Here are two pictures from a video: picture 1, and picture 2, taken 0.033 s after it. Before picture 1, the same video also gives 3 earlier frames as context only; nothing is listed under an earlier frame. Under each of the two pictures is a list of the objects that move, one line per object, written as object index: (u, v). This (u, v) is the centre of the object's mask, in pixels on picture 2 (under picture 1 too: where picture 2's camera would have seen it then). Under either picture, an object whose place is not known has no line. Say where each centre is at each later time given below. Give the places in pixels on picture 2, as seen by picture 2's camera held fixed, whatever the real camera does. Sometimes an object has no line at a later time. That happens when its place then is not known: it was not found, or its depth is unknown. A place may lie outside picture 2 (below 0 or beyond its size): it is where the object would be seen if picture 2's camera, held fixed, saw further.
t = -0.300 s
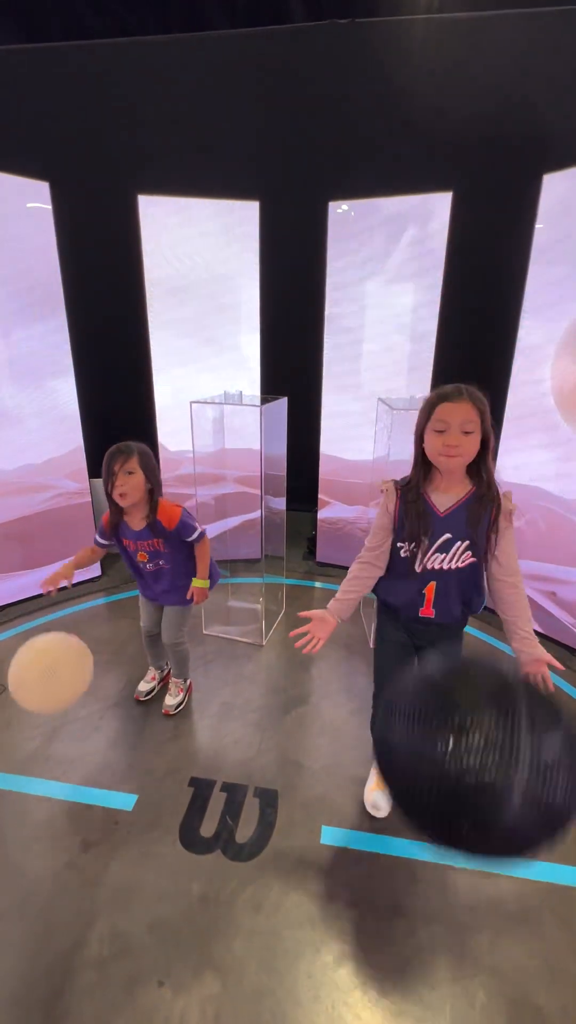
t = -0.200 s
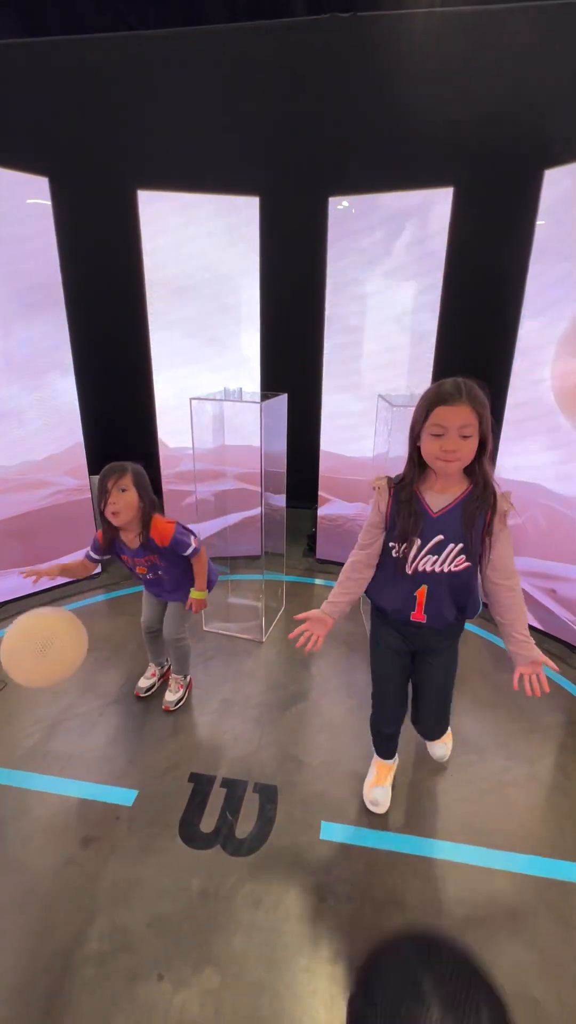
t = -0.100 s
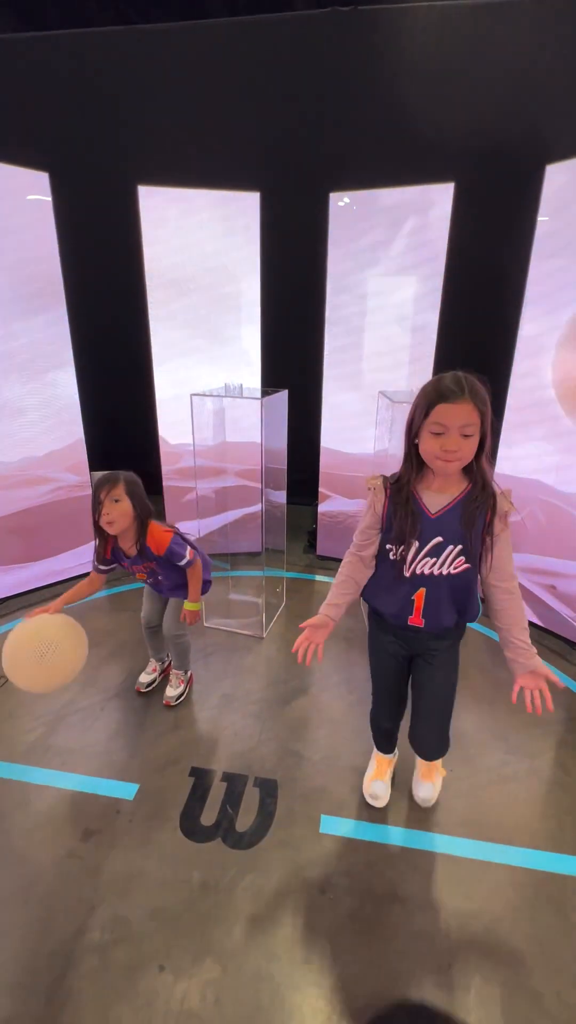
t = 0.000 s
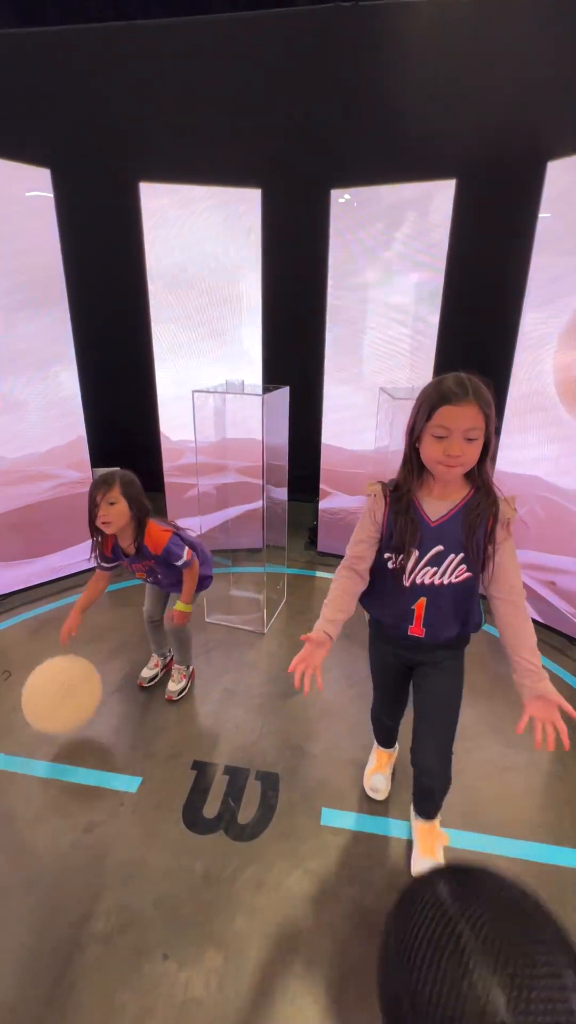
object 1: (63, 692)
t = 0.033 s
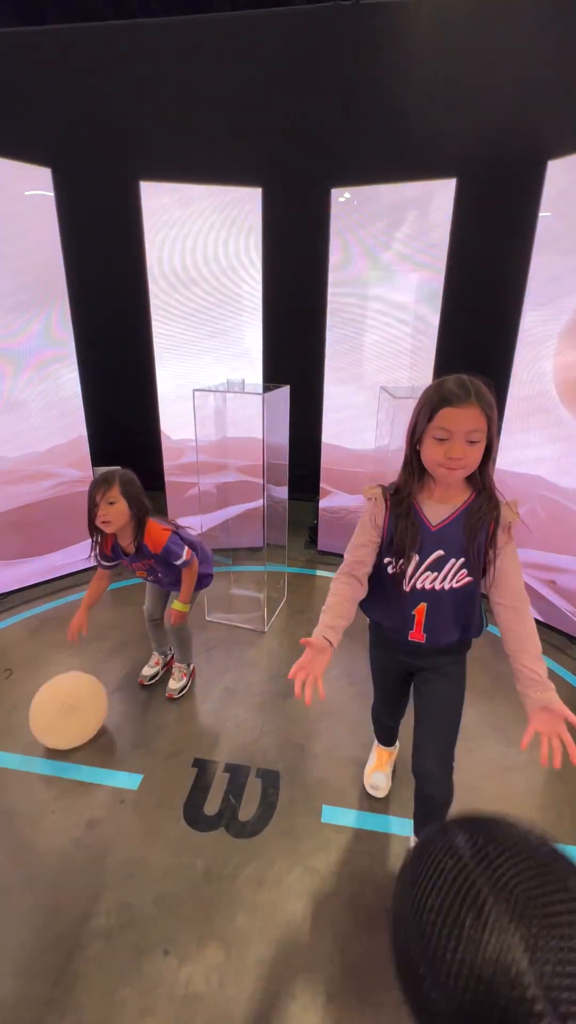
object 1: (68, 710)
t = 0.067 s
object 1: (67, 694)
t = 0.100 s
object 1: (66, 685)
